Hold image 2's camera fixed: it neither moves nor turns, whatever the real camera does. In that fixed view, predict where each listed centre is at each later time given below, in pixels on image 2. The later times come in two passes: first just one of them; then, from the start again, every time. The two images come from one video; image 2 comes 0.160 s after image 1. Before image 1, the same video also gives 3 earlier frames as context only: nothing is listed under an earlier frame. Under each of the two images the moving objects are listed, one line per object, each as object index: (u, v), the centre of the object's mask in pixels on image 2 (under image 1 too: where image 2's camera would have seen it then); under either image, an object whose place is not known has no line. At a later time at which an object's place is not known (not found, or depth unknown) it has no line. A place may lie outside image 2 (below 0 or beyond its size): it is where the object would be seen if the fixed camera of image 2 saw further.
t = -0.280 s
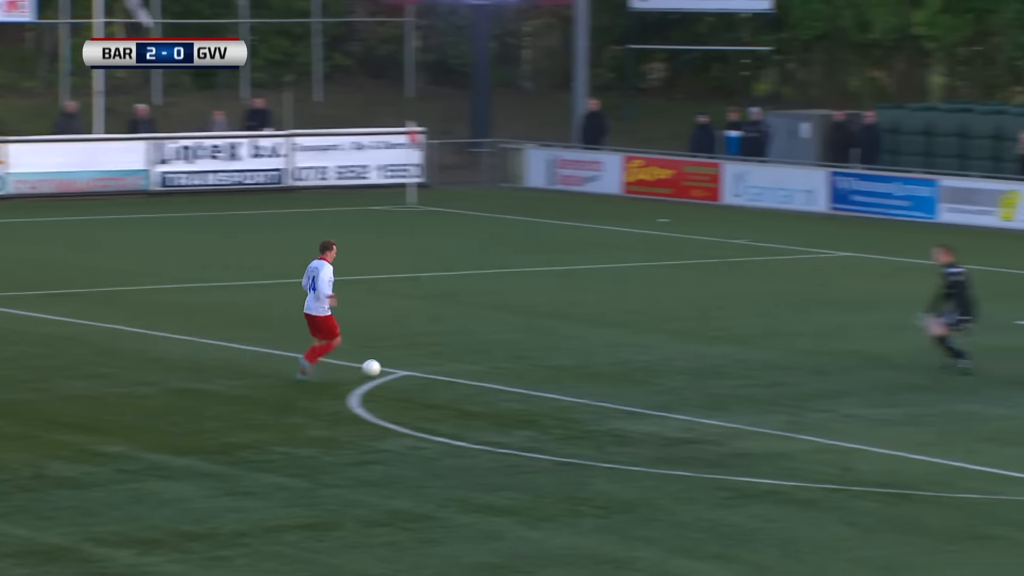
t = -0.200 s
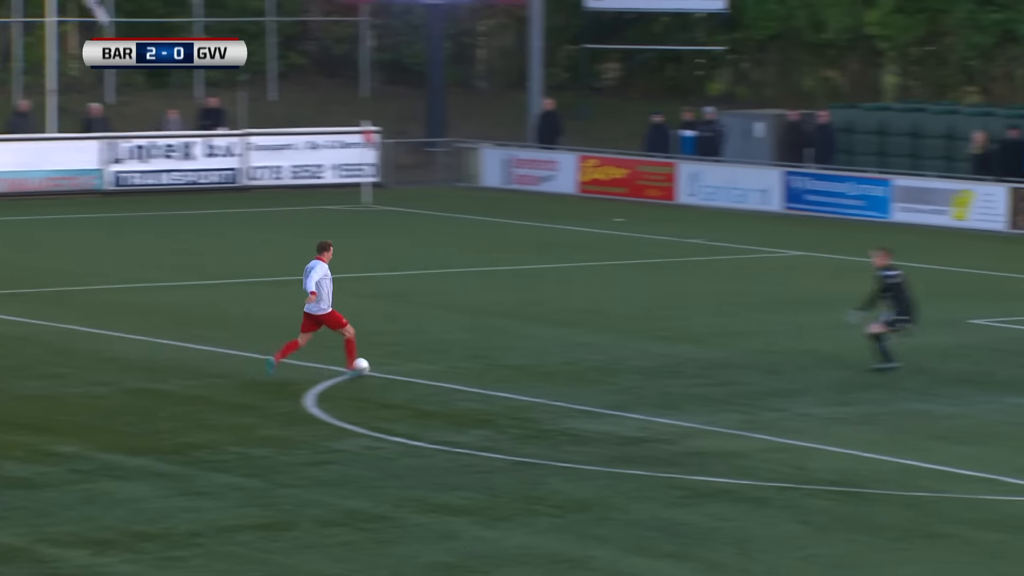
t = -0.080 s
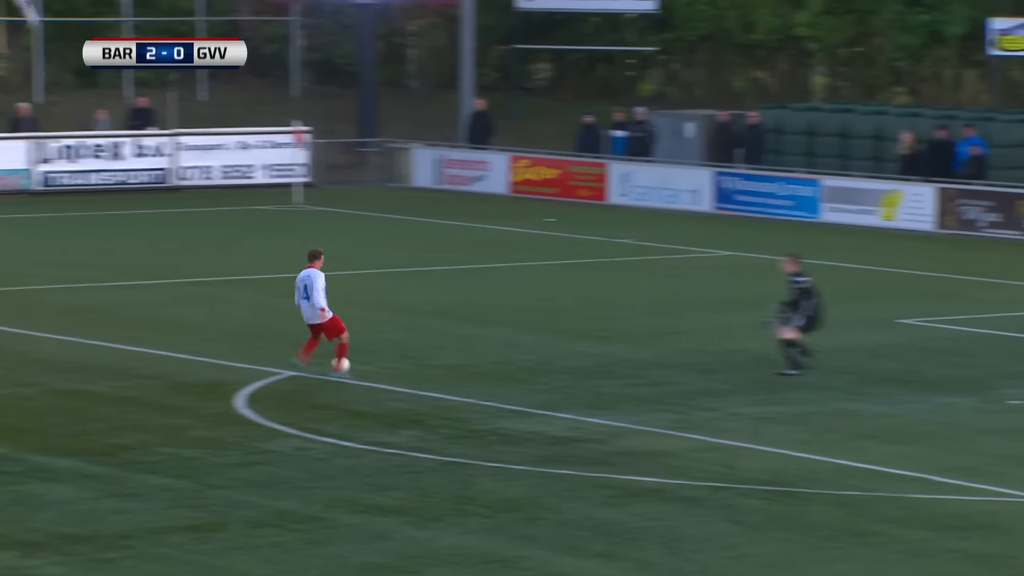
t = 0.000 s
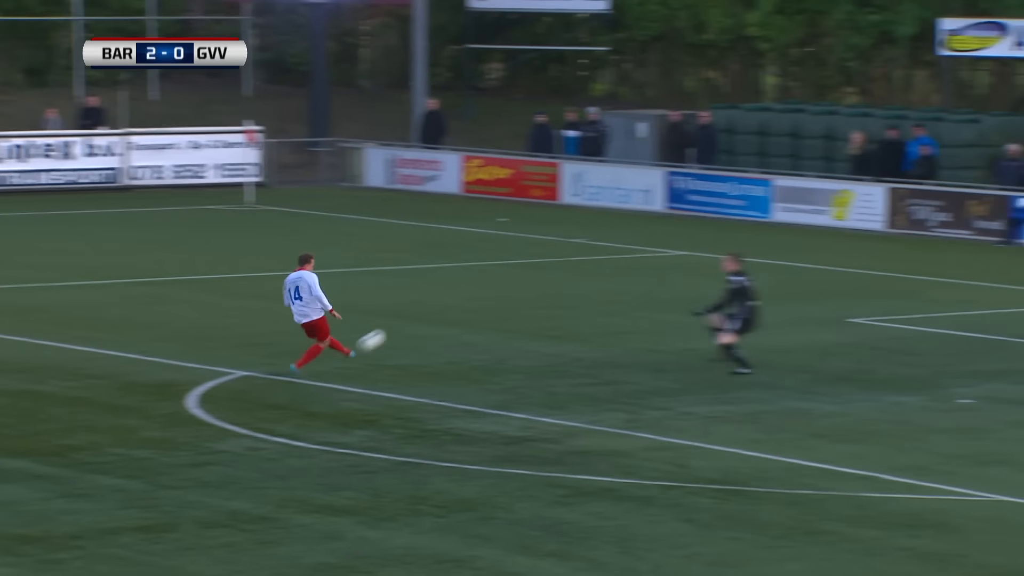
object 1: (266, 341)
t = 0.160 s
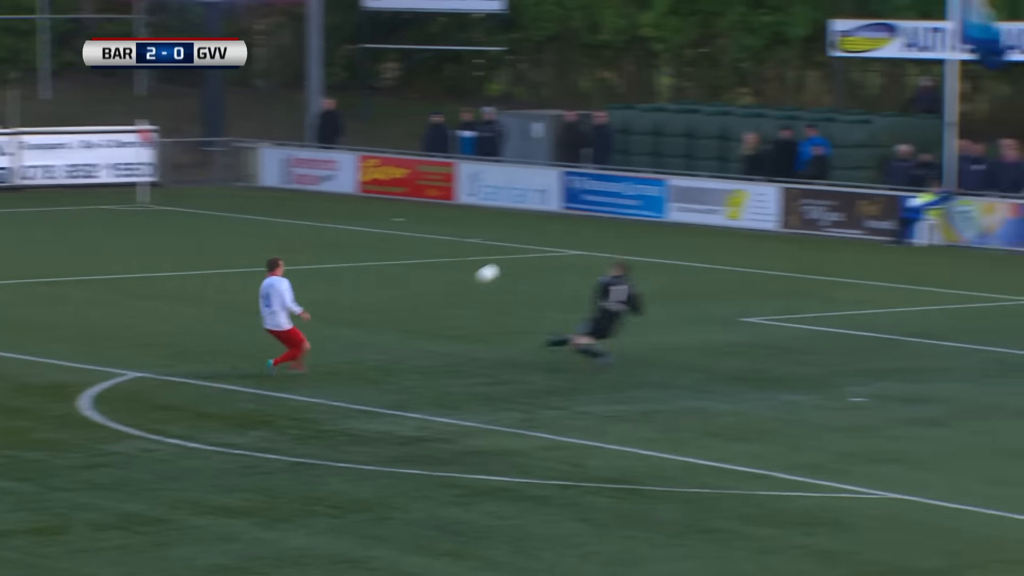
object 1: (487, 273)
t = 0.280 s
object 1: (641, 236)
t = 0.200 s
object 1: (539, 260)
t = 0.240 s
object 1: (591, 247)
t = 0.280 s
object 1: (641, 236)
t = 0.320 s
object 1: (691, 225)
